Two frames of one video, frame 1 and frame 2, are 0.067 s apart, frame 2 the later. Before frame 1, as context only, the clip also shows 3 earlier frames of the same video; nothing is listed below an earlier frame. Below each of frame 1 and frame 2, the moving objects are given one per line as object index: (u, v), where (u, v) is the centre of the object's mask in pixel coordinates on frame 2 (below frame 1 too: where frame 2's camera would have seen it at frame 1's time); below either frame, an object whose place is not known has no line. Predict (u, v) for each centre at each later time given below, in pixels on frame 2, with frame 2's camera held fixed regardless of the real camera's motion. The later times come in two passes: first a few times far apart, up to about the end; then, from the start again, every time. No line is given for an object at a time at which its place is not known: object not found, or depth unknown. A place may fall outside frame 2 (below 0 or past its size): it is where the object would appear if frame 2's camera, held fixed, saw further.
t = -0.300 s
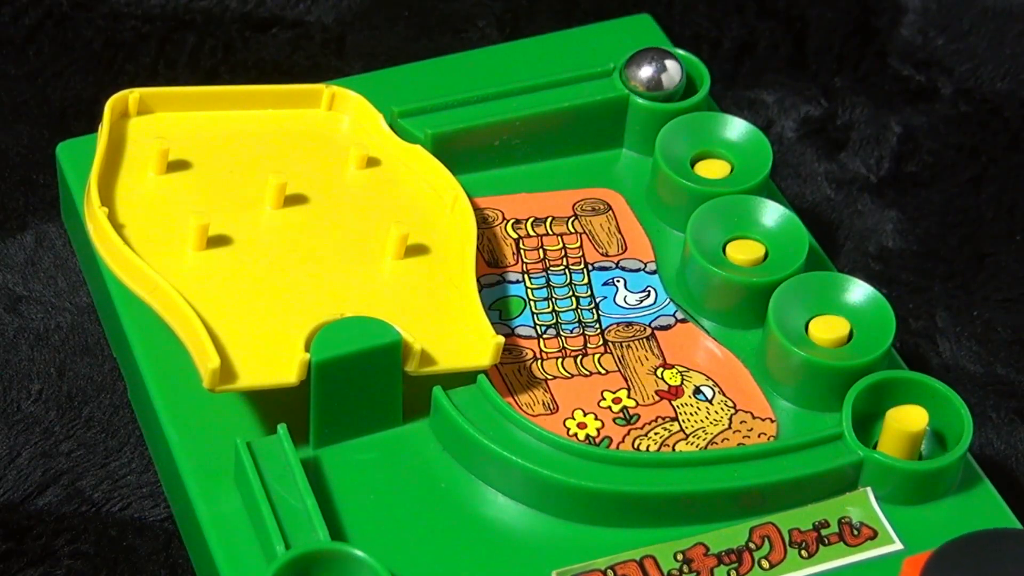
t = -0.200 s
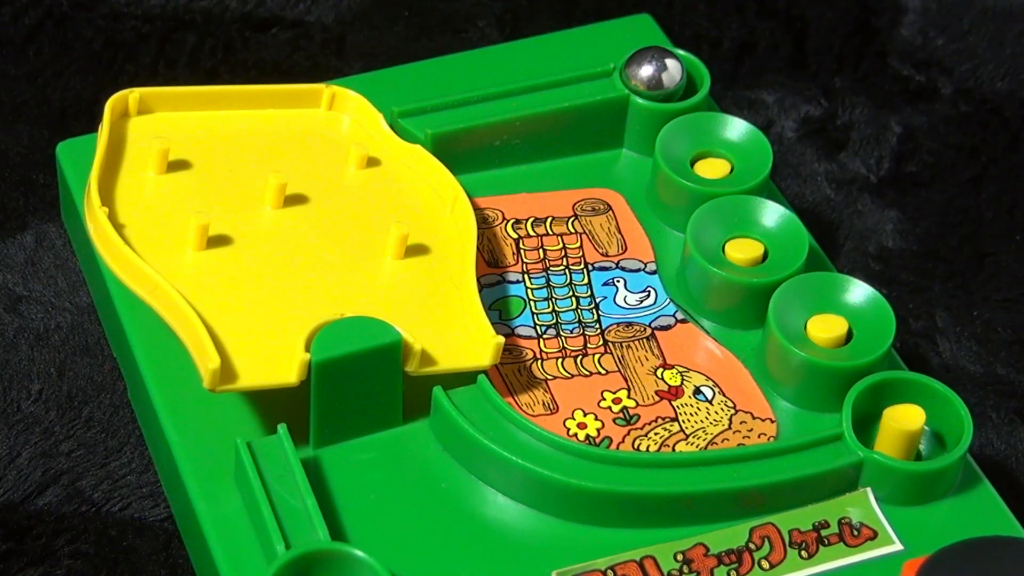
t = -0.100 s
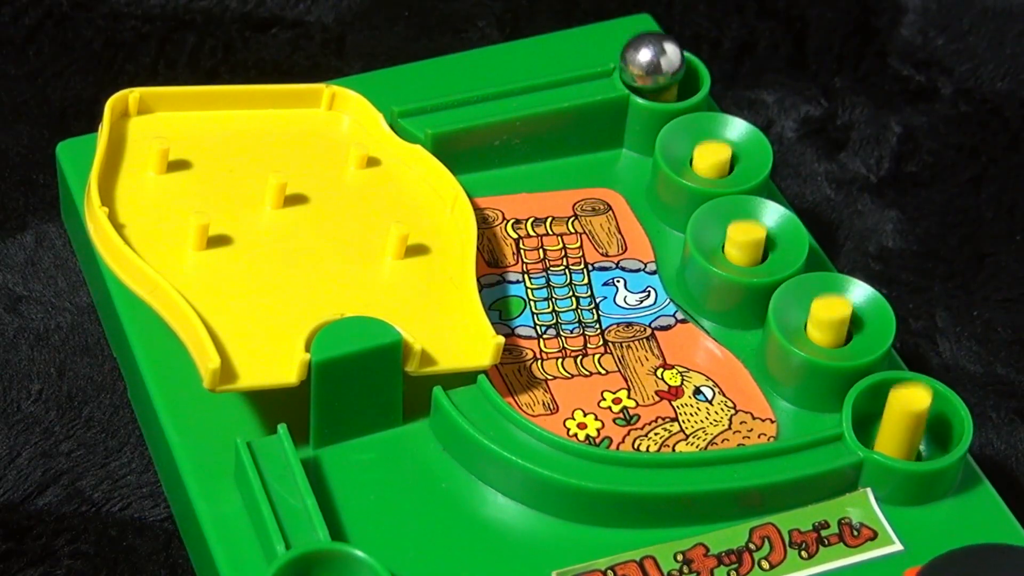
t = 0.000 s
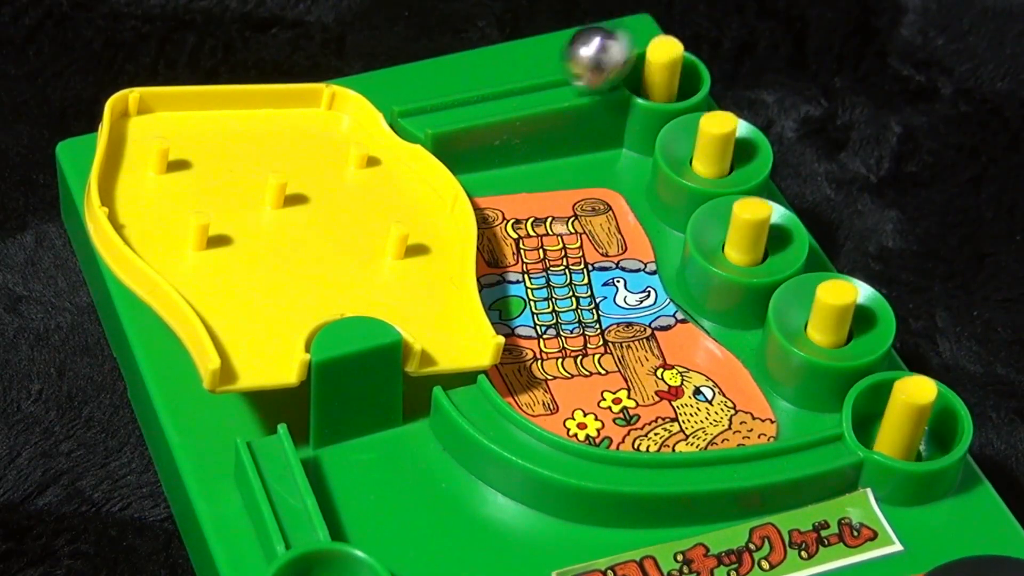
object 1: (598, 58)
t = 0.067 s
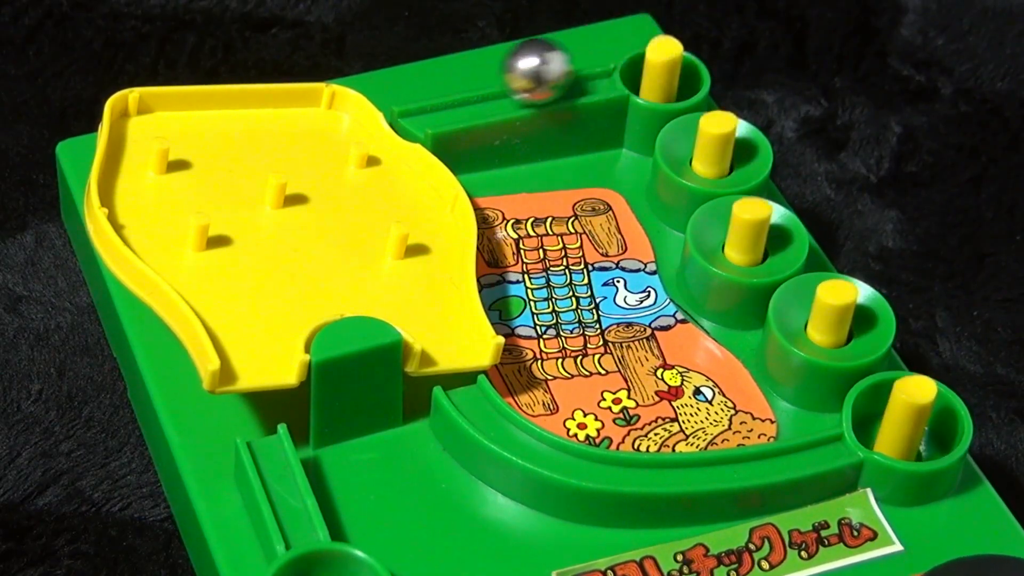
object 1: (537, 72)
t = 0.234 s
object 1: (387, 115)
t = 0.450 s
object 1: (388, 122)
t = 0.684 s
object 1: (391, 124)
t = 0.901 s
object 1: (392, 125)
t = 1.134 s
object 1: (389, 122)
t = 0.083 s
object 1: (521, 75)
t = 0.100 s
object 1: (505, 78)
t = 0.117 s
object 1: (488, 81)
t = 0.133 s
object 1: (471, 85)
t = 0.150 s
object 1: (453, 88)
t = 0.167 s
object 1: (435, 92)
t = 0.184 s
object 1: (415, 98)
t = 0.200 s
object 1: (402, 105)
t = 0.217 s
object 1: (386, 119)
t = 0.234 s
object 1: (387, 115)
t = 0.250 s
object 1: (386, 120)
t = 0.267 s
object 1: (388, 120)
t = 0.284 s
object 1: (388, 122)
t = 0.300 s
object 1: (390, 124)
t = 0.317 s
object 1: (391, 125)
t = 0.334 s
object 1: (392, 125)
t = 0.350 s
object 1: (392, 125)
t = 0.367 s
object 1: (391, 125)
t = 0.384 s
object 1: (390, 124)
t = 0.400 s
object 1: (389, 123)
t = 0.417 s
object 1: (388, 122)
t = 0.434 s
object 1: (387, 122)
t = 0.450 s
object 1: (388, 122)
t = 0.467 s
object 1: (388, 122)
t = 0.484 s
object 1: (390, 124)
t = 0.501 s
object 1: (391, 125)
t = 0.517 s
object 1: (391, 125)
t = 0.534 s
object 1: (391, 125)
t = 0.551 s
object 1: (391, 125)
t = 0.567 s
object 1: (390, 124)
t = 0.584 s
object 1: (389, 123)
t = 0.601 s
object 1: (388, 122)
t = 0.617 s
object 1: (388, 122)
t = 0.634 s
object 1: (388, 122)
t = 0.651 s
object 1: (389, 123)
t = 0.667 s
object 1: (390, 123)
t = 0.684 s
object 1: (391, 124)
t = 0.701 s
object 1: (391, 125)
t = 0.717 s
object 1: (392, 125)
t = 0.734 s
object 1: (391, 125)
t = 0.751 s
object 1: (390, 124)
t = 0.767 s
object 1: (389, 123)
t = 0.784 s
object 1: (388, 122)
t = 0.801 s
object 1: (387, 122)
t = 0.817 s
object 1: (388, 122)
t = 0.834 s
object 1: (388, 123)
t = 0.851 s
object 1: (390, 124)
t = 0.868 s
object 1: (391, 125)
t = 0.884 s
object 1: (391, 125)
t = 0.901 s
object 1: (392, 125)
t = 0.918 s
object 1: (391, 125)
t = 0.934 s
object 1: (390, 124)
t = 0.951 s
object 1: (389, 123)
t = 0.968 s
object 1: (388, 122)
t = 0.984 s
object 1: (388, 122)
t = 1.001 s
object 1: (388, 122)
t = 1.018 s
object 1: (389, 123)
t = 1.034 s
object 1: (390, 124)
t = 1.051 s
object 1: (391, 125)
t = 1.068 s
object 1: (391, 125)
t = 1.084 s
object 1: (391, 125)
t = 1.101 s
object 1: (391, 125)
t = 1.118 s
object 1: (390, 123)
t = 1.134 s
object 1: (389, 122)
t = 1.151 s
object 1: (388, 122)
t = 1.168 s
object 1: (388, 122)
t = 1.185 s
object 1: (388, 122)
